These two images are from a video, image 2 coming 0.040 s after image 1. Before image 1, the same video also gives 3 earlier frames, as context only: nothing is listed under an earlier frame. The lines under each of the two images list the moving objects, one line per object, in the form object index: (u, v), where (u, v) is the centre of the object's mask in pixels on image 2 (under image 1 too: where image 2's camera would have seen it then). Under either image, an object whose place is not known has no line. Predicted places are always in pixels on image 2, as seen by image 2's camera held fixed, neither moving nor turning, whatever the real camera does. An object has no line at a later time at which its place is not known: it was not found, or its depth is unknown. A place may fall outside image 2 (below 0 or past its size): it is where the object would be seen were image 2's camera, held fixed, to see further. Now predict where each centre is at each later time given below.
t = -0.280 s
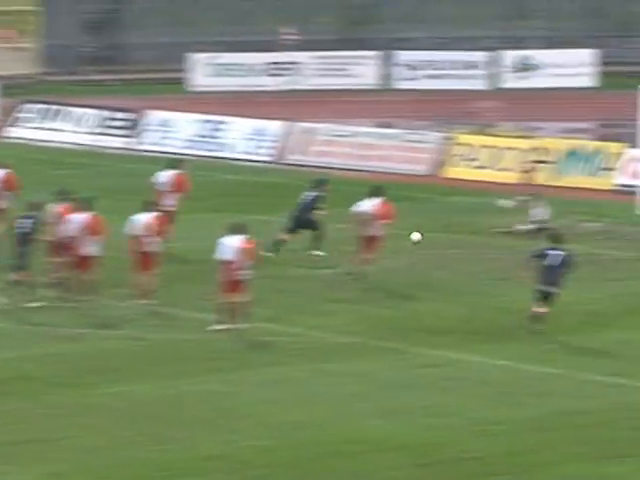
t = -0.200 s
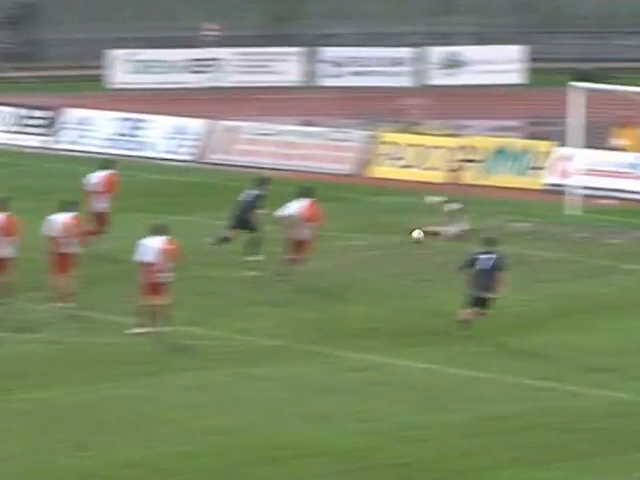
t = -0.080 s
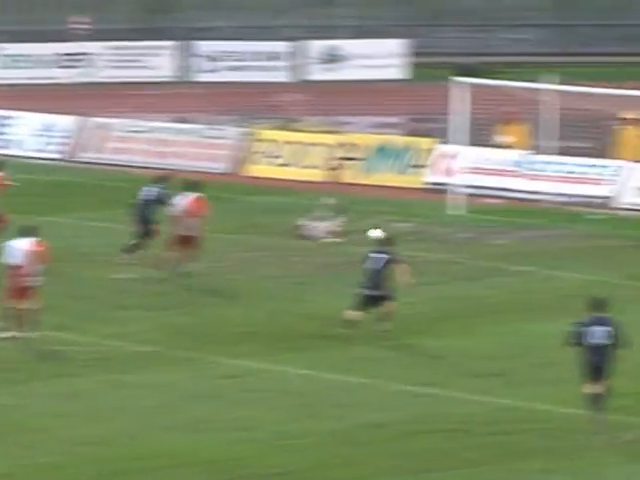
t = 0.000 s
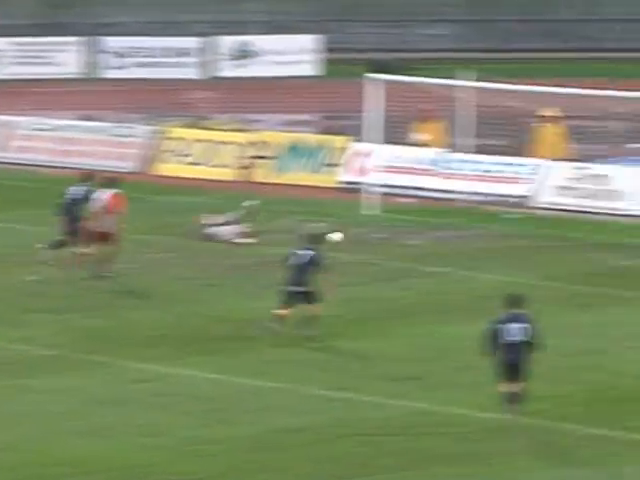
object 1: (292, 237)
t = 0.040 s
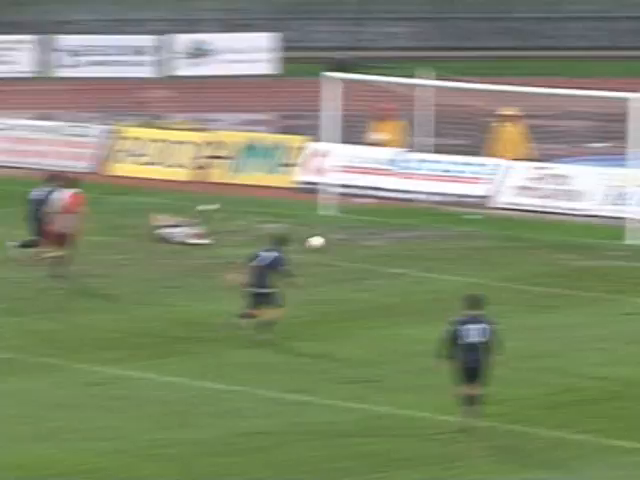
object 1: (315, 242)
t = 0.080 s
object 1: (338, 246)
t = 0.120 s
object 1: (358, 246)
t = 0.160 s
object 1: (378, 248)
